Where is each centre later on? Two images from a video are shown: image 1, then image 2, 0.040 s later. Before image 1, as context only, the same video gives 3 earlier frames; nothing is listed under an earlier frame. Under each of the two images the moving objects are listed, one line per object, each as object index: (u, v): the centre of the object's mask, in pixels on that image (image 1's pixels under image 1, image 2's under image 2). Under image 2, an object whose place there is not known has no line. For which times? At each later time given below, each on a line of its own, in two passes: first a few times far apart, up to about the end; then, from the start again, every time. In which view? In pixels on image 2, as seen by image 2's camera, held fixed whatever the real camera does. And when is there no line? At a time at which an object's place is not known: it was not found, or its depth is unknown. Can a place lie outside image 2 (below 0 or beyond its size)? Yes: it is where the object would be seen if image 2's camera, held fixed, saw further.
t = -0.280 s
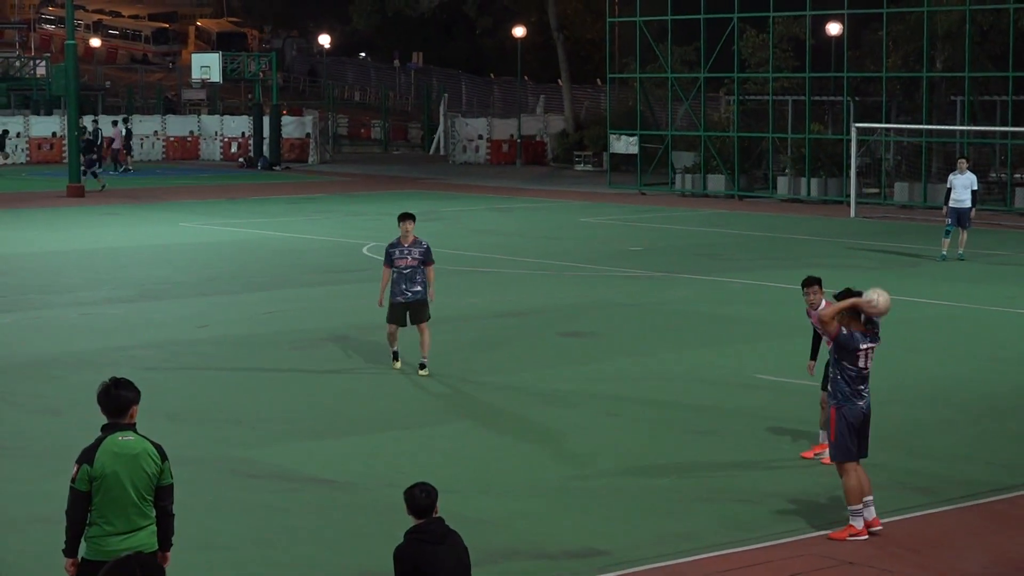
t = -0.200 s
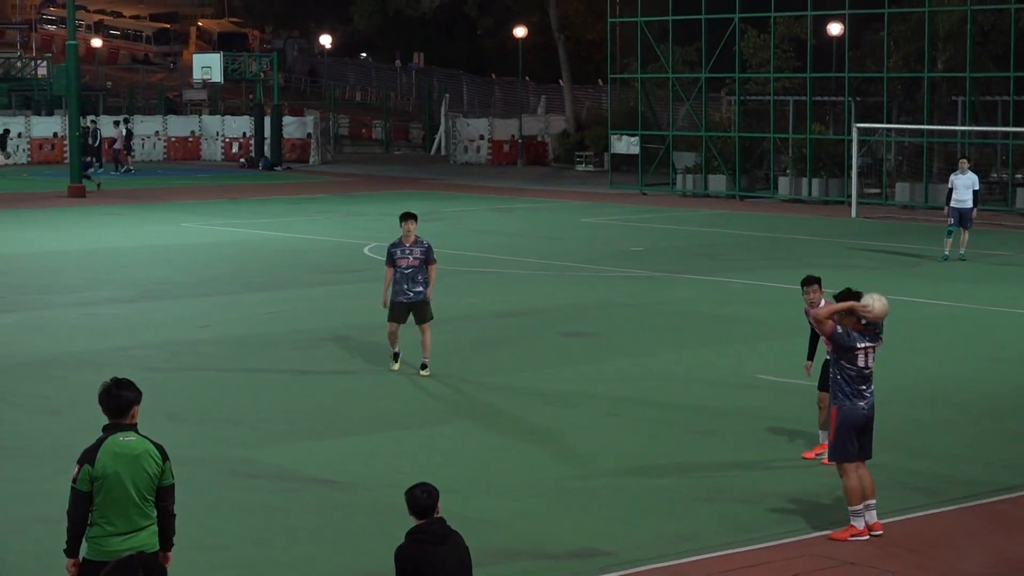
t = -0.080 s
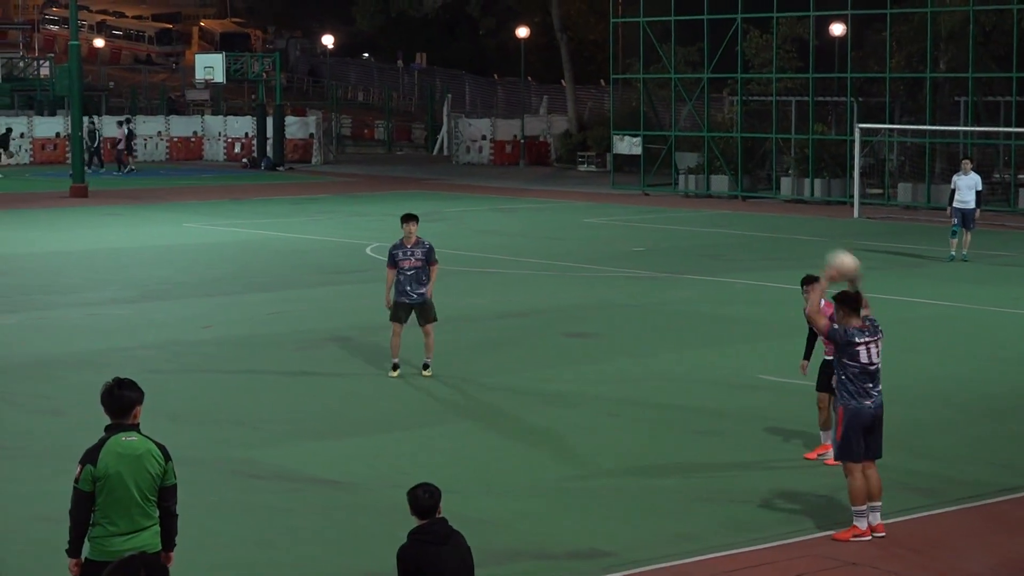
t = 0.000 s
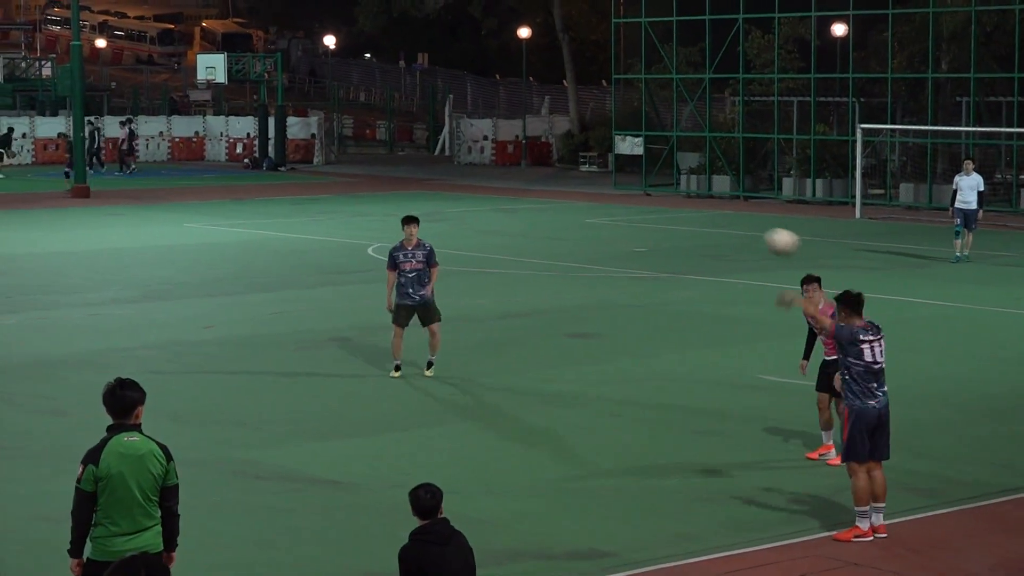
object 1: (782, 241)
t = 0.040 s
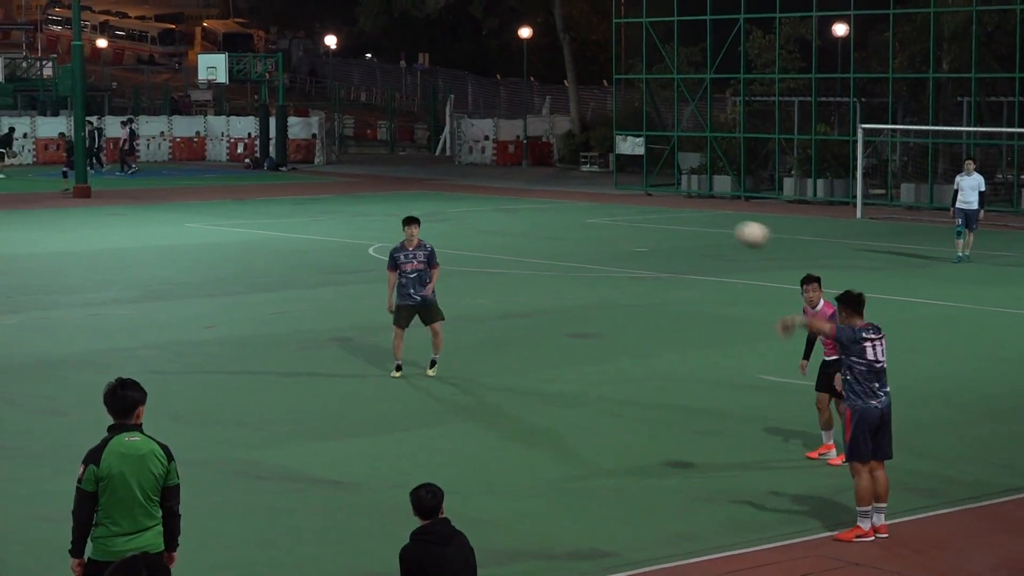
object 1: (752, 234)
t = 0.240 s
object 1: (617, 229)
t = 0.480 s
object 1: (483, 284)
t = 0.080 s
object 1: (724, 229)
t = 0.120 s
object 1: (695, 226)
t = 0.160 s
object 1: (668, 225)
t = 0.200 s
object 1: (642, 226)
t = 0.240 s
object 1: (617, 229)
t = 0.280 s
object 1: (592, 234)
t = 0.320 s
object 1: (569, 241)
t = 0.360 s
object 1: (547, 249)
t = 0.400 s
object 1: (524, 259)
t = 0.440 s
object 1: (504, 271)
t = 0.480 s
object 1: (483, 284)
